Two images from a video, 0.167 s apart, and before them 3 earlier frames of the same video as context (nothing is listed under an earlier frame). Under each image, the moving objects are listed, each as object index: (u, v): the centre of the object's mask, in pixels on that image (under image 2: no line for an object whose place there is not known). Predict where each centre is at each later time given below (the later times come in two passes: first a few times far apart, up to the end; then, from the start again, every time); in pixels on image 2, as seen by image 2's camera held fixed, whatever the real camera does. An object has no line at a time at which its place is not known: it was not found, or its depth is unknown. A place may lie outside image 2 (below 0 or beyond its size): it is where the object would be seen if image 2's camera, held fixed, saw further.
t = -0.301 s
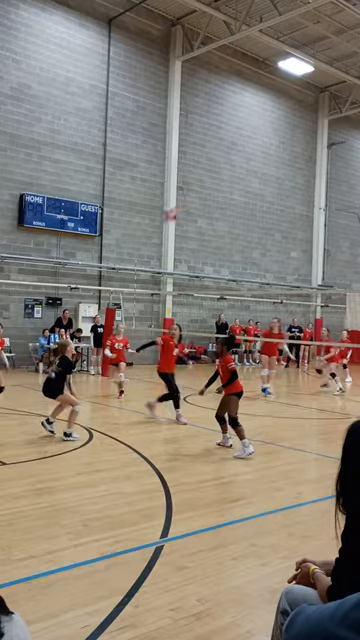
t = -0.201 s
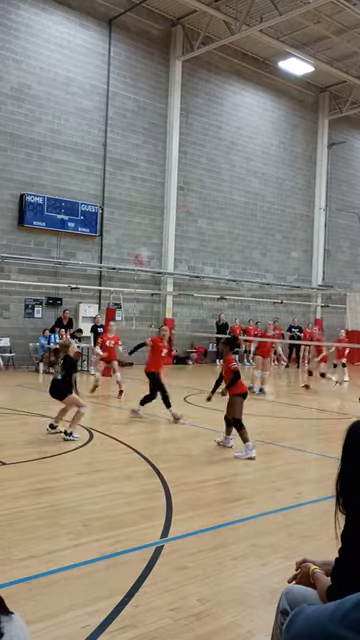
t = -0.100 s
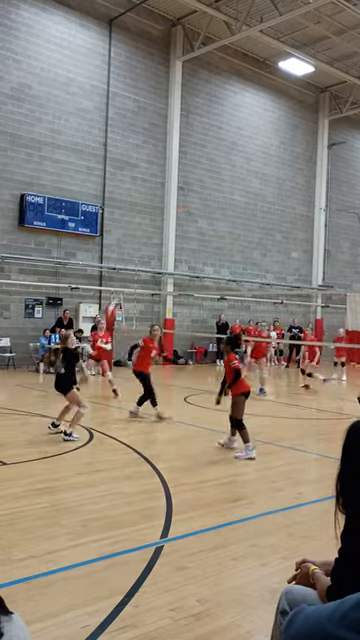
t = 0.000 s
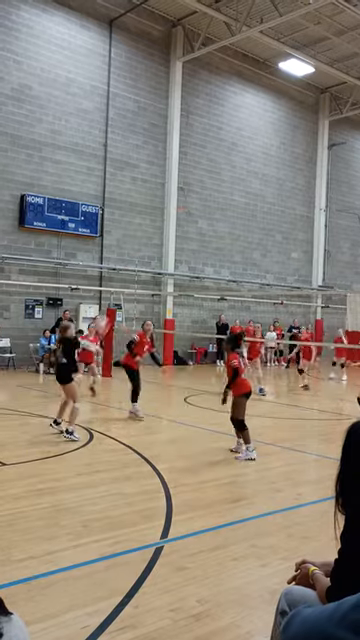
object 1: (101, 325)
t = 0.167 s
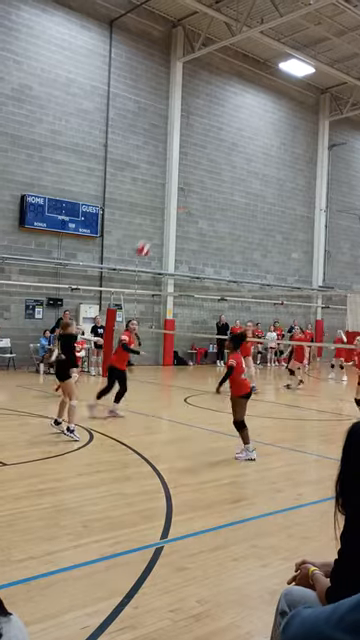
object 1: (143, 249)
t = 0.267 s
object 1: (165, 215)
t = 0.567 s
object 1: (229, 159)
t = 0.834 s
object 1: (280, 163)
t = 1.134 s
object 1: (327, 219)
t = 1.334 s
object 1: (354, 283)
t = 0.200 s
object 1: (151, 236)
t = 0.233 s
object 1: (157, 225)
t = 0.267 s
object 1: (165, 215)
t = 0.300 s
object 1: (174, 205)
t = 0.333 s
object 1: (181, 197)
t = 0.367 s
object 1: (187, 189)
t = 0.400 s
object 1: (196, 182)
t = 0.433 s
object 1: (202, 176)
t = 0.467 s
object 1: (210, 170)
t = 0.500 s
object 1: (216, 166)
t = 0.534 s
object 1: (222, 162)
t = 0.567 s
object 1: (229, 159)
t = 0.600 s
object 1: (236, 156)
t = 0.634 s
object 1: (242, 156)
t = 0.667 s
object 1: (249, 155)
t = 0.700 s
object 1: (255, 155)
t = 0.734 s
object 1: (261, 156)
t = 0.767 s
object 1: (267, 158)
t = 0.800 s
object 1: (274, 160)
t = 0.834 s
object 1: (280, 163)
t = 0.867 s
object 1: (285, 166)
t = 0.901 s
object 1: (291, 170)
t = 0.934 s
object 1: (296, 175)
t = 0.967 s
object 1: (301, 180)
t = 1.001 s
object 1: (307, 188)
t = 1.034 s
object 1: (312, 195)
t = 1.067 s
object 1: (317, 203)
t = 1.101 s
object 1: (322, 211)
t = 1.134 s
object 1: (327, 219)
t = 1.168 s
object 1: (331, 228)
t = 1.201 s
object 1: (336, 238)
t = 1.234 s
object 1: (340, 248)
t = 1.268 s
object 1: (345, 260)
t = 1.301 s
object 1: (348, 272)
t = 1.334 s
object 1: (354, 283)
